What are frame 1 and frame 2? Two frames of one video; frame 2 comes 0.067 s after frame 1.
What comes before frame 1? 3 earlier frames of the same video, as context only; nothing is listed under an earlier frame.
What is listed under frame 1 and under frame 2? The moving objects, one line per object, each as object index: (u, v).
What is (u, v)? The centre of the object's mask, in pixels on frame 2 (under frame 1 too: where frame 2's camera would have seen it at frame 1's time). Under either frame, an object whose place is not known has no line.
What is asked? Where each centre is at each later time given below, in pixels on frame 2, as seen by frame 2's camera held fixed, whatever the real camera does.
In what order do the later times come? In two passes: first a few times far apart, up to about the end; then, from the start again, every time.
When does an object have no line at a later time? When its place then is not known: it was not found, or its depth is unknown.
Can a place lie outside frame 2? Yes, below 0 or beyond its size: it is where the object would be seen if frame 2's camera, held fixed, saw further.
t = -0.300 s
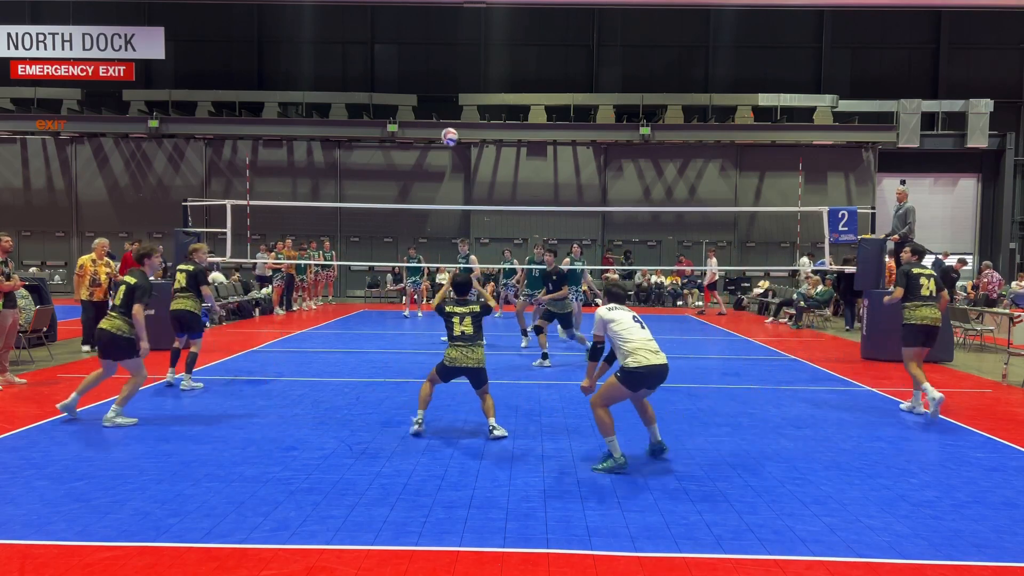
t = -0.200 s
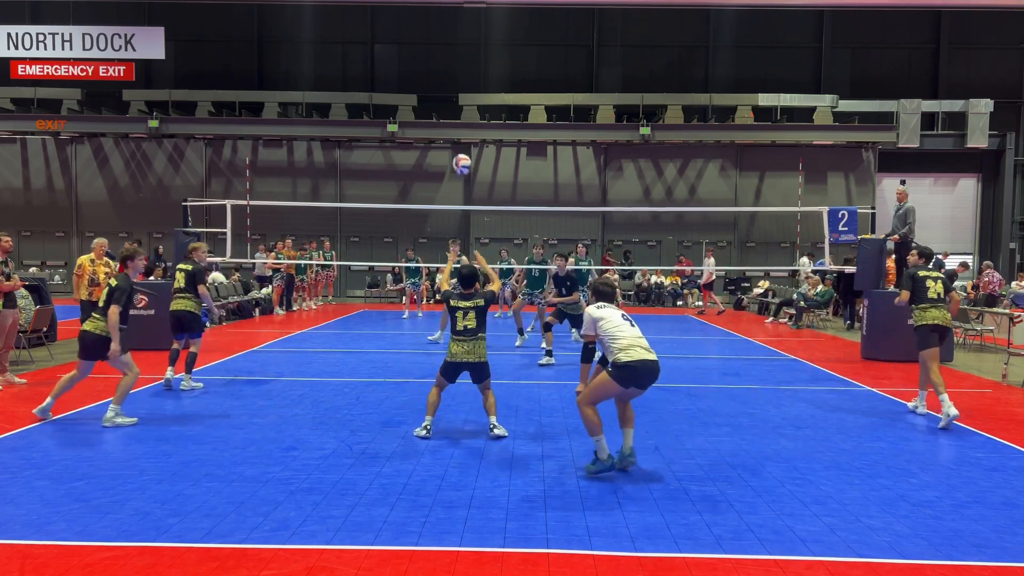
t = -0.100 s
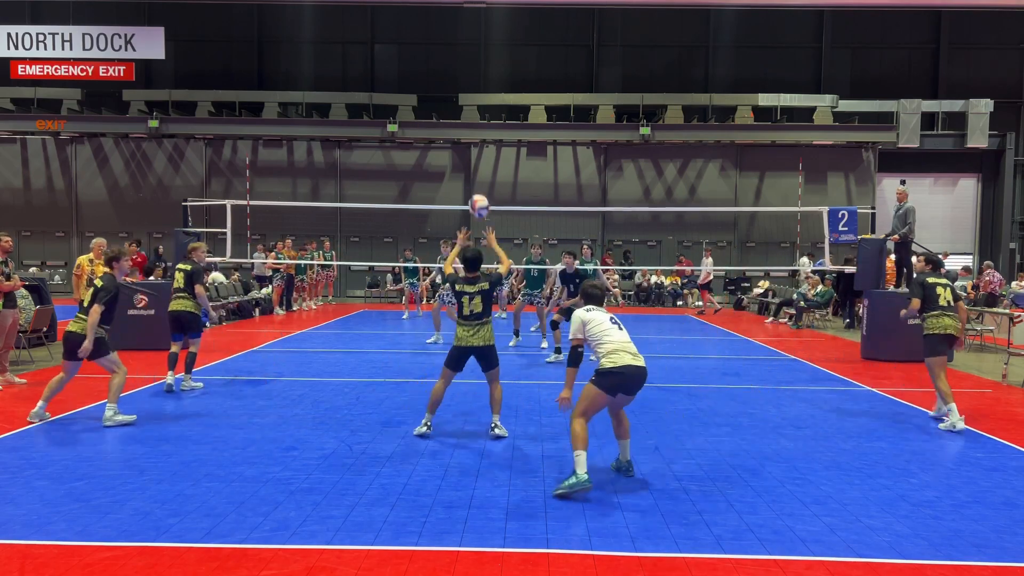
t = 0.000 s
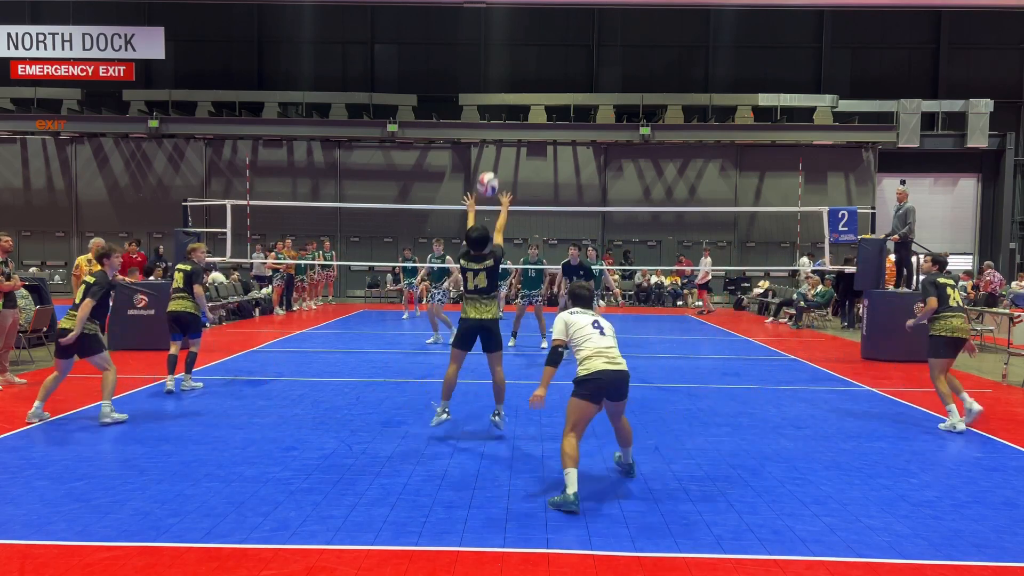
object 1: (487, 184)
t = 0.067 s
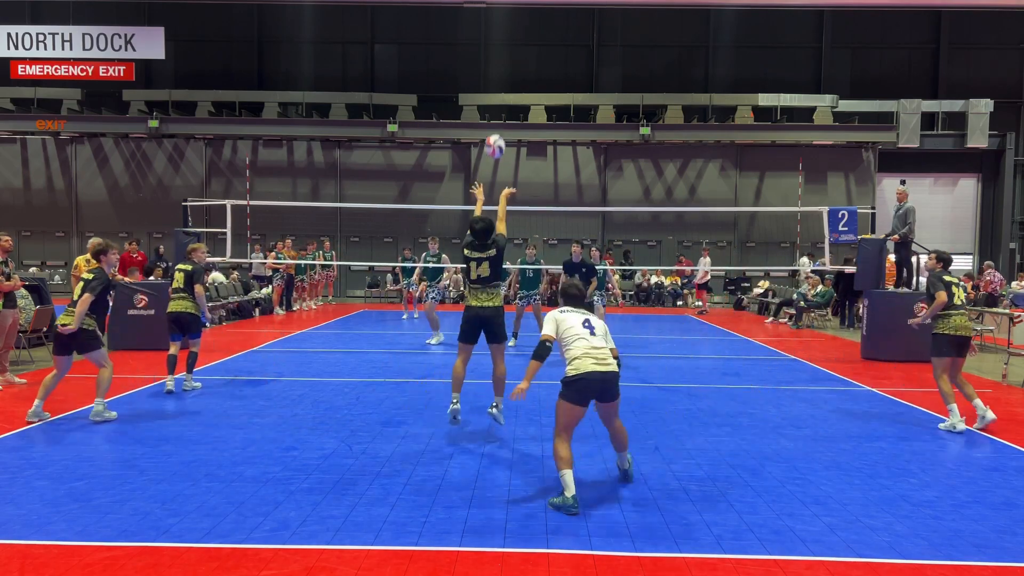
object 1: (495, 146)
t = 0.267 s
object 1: (514, 71)
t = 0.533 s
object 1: (537, 43)
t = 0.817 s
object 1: (555, 79)
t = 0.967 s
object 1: (563, 120)
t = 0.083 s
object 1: (496, 138)
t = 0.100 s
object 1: (498, 129)
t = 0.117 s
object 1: (500, 122)
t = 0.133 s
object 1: (501, 115)
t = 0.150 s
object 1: (503, 108)
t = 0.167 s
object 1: (505, 102)
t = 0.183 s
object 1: (506, 96)
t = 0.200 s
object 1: (508, 90)
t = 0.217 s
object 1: (509, 85)
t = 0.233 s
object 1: (511, 80)
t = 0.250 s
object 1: (512, 75)
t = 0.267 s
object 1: (514, 71)
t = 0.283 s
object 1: (516, 67)
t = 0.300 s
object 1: (517, 64)
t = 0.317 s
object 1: (519, 60)
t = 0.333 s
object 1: (520, 57)
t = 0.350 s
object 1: (522, 55)
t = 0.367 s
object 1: (523, 52)
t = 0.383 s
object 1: (525, 50)
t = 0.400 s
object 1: (526, 48)
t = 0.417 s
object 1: (528, 46)
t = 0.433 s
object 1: (529, 45)
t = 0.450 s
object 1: (530, 44)
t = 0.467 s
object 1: (532, 43)
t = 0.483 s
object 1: (533, 43)
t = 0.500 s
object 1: (534, 42)
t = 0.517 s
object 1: (536, 42)
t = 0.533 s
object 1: (537, 43)
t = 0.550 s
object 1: (538, 43)
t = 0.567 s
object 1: (539, 44)
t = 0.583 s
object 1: (540, 45)
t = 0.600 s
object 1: (542, 46)
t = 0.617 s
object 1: (543, 47)
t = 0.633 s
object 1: (544, 49)
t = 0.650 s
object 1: (545, 50)
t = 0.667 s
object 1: (546, 52)
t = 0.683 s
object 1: (547, 55)
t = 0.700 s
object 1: (548, 57)
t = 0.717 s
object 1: (549, 60)
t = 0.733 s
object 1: (550, 63)
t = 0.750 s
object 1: (551, 65)
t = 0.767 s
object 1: (552, 69)
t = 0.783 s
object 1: (553, 72)
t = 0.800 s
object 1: (554, 76)
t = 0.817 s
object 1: (555, 79)
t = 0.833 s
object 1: (556, 83)
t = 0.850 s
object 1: (557, 87)
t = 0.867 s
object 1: (558, 91)
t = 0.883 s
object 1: (559, 96)
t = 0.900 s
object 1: (560, 101)
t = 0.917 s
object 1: (560, 106)
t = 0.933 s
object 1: (561, 110)
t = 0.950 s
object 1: (562, 115)
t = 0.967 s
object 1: (563, 120)
